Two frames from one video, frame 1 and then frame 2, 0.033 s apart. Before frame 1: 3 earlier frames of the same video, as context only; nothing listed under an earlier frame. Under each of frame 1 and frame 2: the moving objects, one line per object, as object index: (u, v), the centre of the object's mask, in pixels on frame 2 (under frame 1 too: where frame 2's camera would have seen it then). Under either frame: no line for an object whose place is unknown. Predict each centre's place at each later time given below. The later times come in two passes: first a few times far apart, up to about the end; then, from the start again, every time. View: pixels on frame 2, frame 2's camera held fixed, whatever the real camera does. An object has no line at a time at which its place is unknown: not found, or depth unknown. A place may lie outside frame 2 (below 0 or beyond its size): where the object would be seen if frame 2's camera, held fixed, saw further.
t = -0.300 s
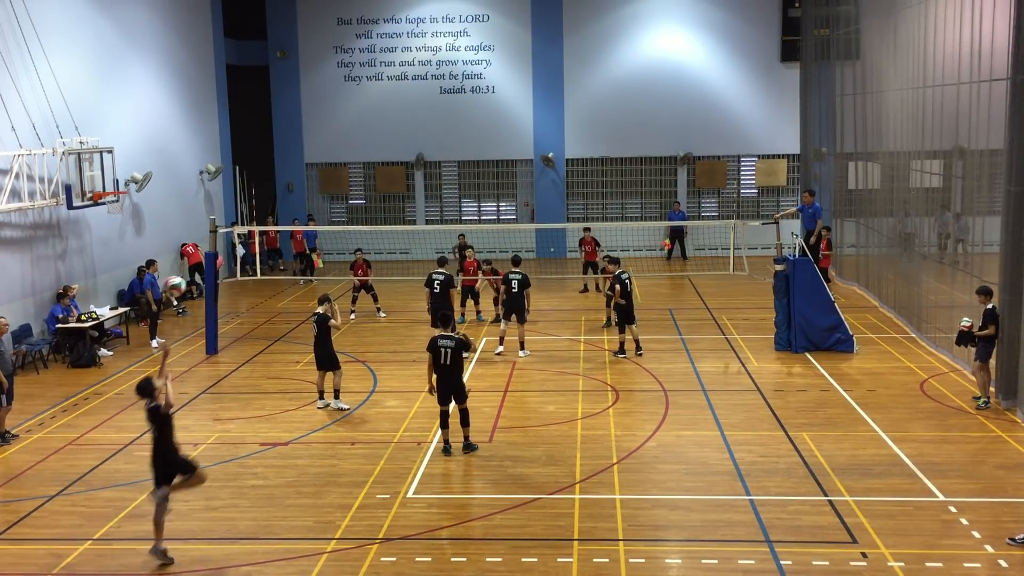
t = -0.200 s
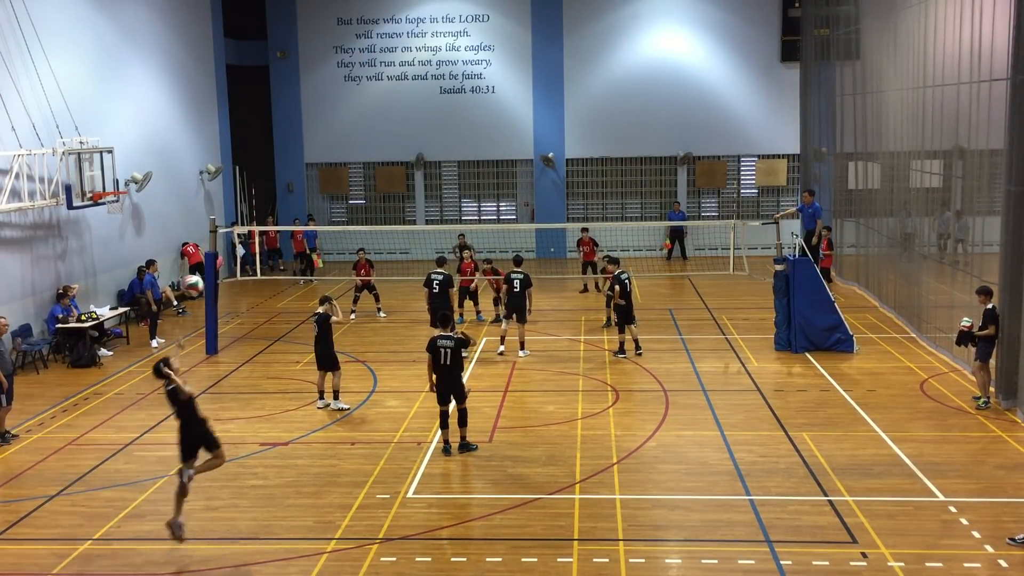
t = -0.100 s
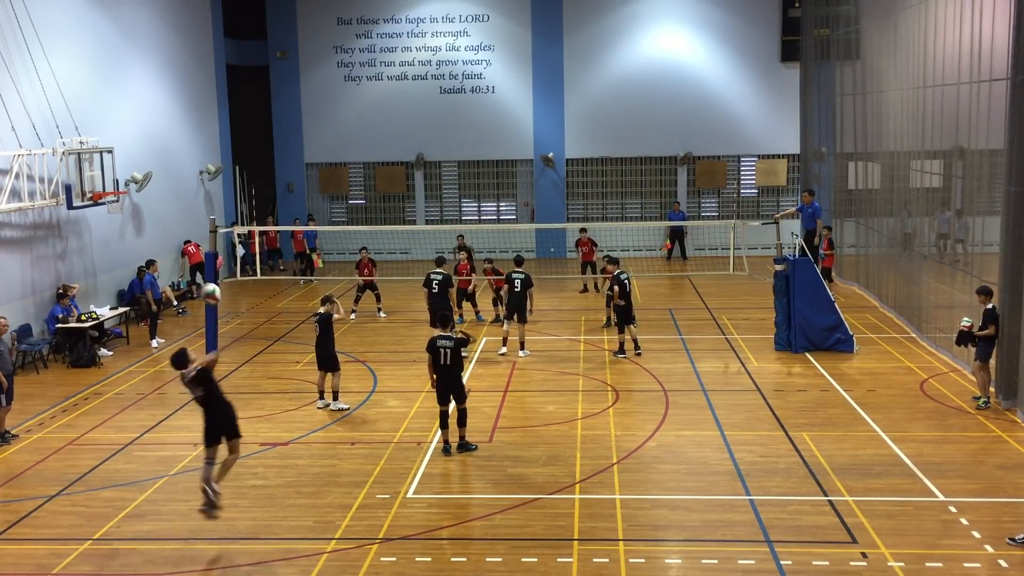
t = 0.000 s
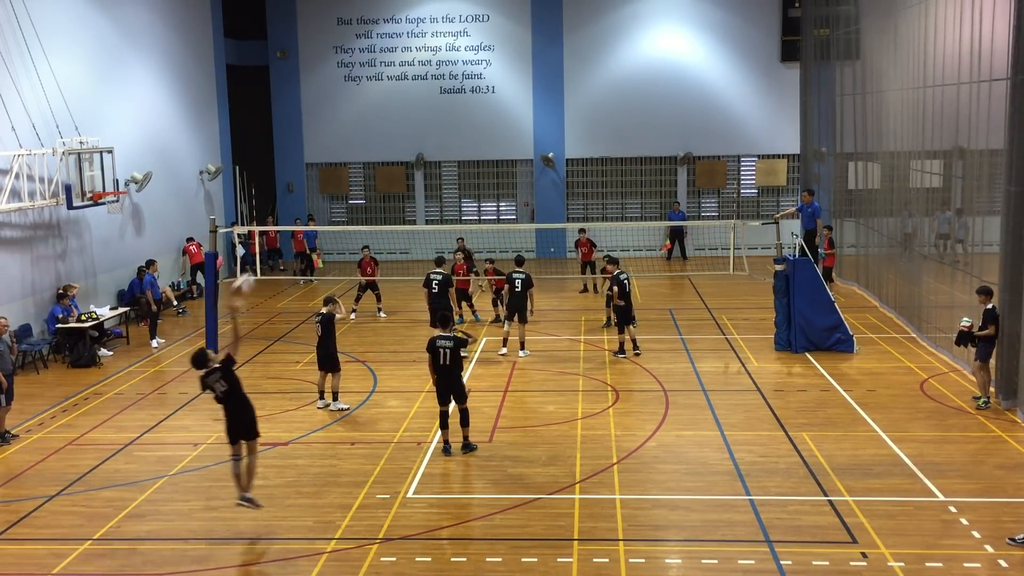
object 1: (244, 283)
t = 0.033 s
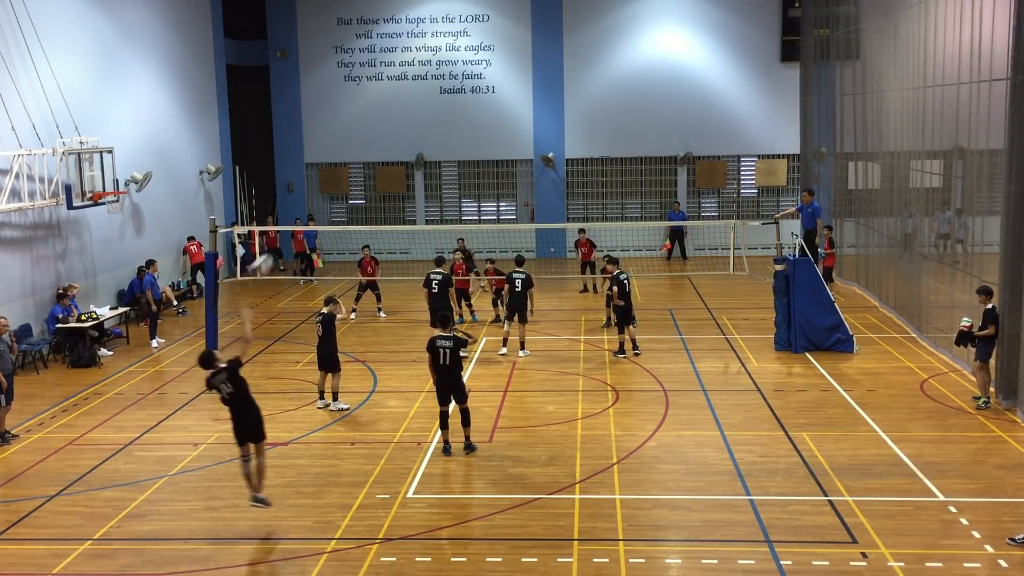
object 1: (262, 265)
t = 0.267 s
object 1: (364, 185)
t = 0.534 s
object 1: (433, 170)
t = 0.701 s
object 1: (459, 184)
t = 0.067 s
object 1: (280, 248)
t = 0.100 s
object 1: (296, 233)
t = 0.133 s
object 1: (312, 220)
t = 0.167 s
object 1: (326, 209)
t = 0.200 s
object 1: (340, 199)
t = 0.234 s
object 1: (352, 191)
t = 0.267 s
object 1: (364, 185)
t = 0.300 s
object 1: (375, 179)
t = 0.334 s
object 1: (386, 175)
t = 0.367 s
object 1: (395, 172)
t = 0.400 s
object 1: (403, 170)
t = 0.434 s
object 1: (411, 169)
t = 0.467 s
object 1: (419, 168)
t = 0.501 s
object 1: (427, 169)
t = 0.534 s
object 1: (433, 170)
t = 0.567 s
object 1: (439, 172)
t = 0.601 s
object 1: (445, 174)
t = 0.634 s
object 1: (450, 176)
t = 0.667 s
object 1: (455, 180)
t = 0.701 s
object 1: (459, 184)
